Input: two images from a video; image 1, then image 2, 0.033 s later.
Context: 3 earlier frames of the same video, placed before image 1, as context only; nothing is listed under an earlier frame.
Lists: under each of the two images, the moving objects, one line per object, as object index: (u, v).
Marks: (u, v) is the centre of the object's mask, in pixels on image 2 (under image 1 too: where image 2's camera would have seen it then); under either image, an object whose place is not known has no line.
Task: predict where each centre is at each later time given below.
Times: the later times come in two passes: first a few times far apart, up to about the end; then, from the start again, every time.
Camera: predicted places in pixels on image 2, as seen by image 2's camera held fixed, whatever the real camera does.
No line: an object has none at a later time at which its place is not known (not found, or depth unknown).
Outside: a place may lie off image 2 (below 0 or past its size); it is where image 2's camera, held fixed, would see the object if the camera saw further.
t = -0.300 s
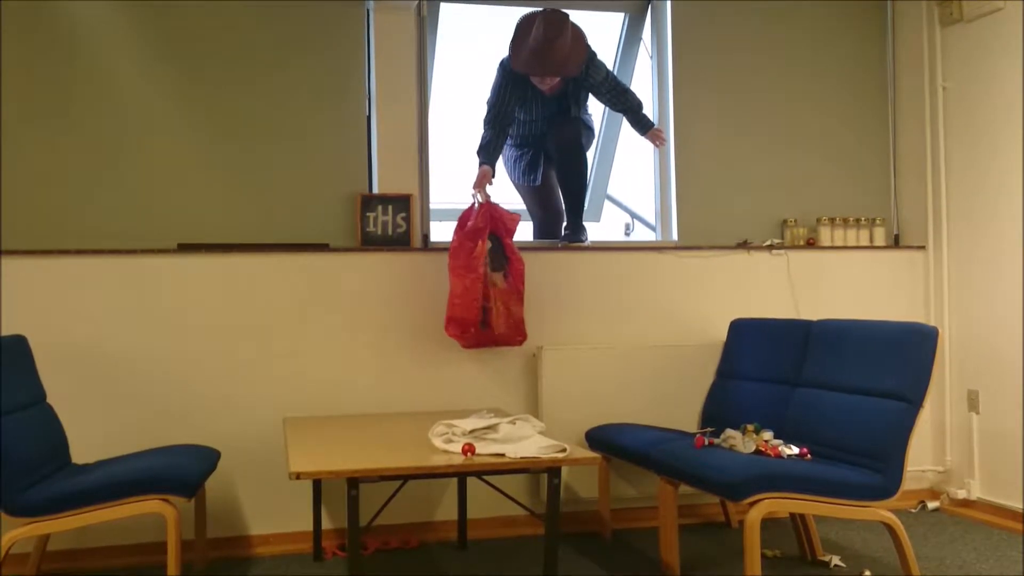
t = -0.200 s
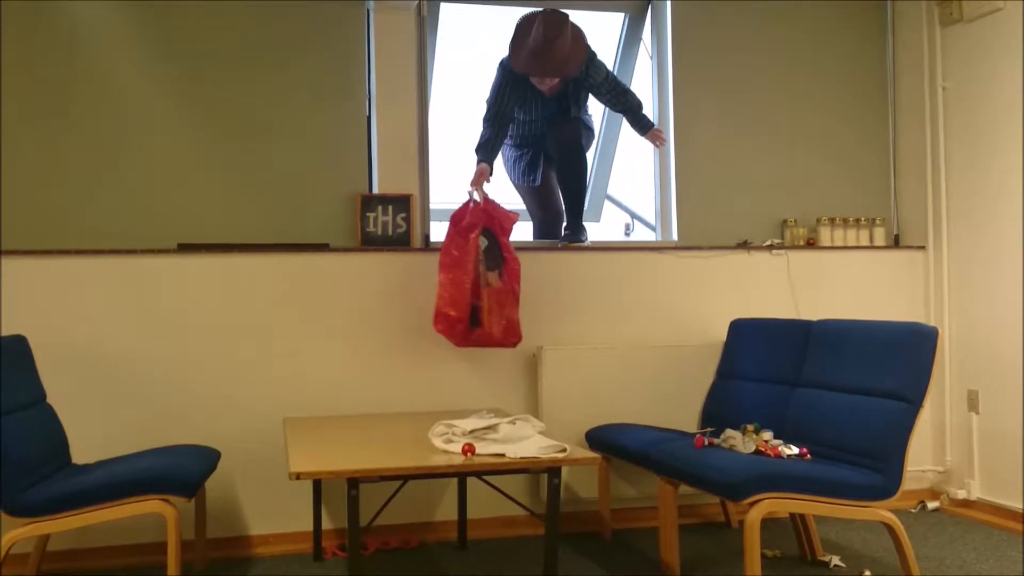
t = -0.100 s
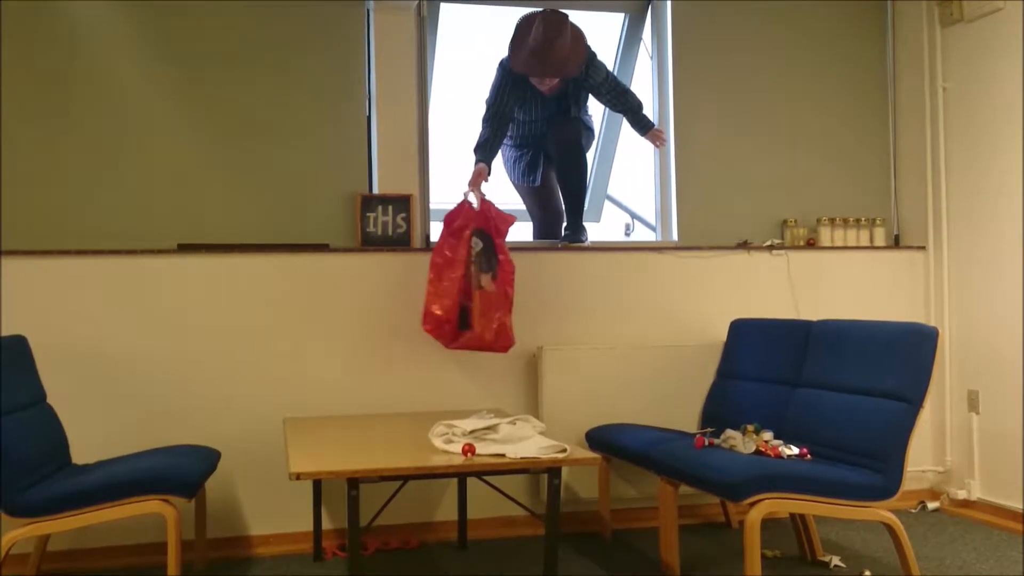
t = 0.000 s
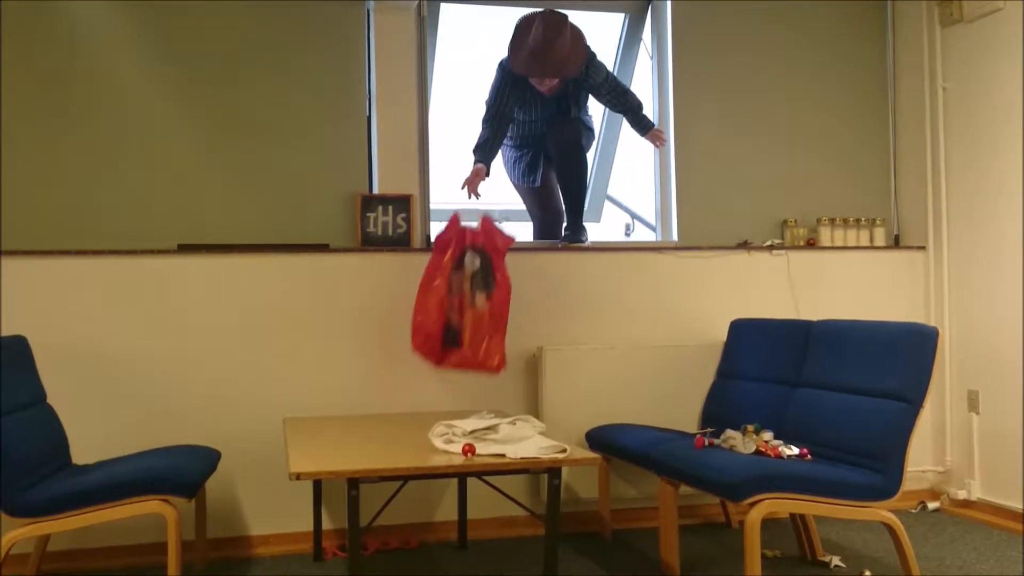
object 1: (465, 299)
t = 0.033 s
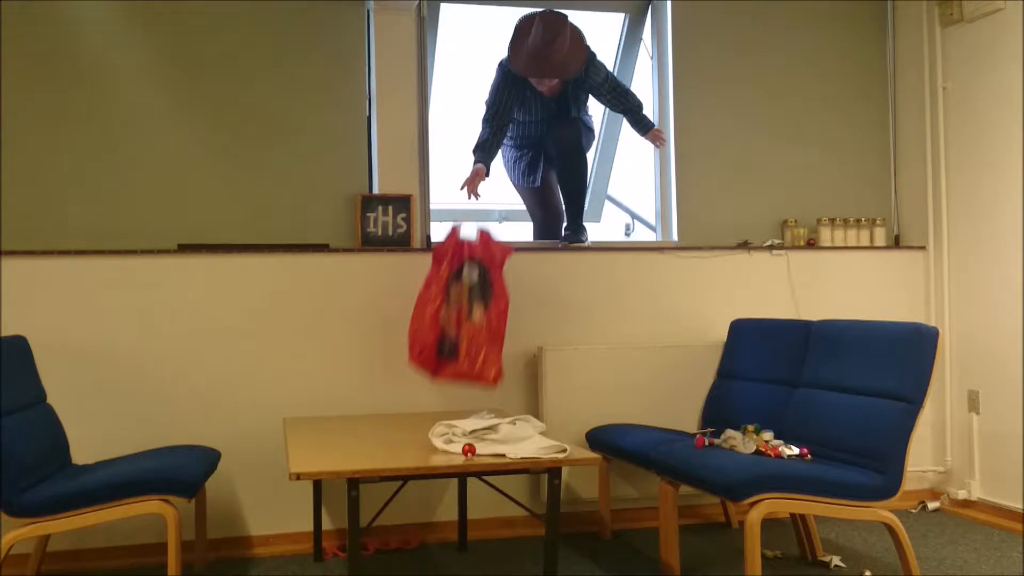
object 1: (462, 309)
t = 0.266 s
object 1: (441, 355)
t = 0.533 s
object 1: (422, 380)
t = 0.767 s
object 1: (411, 404)
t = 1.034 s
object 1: (409, 413)
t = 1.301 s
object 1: (410, 412)
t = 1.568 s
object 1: (409, 412)
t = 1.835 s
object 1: (409, 412)
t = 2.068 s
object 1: (409, 412)
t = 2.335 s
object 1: (409, 412)
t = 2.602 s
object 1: (409, 412)
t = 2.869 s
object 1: (409, 412)
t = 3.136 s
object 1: (409, 412)
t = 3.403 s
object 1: (409, 412)
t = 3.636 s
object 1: (409, 412)
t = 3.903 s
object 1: (409, 412)
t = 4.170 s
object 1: (409, 412)
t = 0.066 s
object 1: (460, 324)
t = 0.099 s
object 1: (458, 341)
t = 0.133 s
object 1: (455, 348)
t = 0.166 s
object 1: (452, 350)
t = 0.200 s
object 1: (448, 351)
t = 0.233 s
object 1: (444, 353)
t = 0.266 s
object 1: (441, 355)
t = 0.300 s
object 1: (438, 357)
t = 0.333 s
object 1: (436, 360)
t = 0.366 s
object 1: (433, 366)
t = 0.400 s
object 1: (430, 371)
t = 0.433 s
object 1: (427, 378)
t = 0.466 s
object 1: (425, 382)
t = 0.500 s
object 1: (423, 382)
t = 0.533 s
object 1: (422, 380)
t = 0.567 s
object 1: (419, 380)
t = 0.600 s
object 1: (417, 381)
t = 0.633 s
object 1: (415, 385)
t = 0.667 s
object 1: (412, 389)
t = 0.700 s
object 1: (411, 395)
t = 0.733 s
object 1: (410, 400)
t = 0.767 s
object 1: (411, 404)
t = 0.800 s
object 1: (411, 405)
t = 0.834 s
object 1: (410, 408)
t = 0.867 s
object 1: (411, 410)
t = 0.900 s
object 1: (410, 412)
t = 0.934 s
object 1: (410, 412)
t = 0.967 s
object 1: (410, 413)
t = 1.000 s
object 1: (410, 413)
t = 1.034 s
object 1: (409, 413)
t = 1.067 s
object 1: (410, 412)
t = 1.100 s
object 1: (410, 413)
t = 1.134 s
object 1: (410, 412)
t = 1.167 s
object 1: (410, 412)
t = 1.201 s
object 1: (410, 412)
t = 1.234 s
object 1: (410, 412)
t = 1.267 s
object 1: (410, 412)
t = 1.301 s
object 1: (410, 412)
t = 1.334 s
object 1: (410, 412)
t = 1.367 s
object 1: (410, 412)
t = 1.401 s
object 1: (410, 412)
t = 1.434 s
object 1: (409, 412)
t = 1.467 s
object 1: (409, 412)
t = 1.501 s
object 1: (409, 412)
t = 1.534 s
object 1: (409, 412)
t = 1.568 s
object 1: (409, 412)
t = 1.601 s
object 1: (409, 412)
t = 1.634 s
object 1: (409, 412)
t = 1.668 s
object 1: (409, 412)
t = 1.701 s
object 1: (409, 412)
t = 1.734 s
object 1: (409, 412)
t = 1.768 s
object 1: (409, 412)
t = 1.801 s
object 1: (409, 412)
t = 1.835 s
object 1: (409, 412)
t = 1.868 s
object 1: (409, 412)
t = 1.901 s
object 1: (409, 412)
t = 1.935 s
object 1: (409, 412)
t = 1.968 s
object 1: (409, 412)
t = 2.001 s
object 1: (409, 412)
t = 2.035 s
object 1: (409, 412)
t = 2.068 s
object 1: (409, 412)
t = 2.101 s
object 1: (409, 412)
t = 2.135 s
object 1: (409, 412)
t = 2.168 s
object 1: (409, 412)
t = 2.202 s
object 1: (409, 412)
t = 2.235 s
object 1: (409, 412)
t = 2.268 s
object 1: (409, 412)
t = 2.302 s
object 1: (409, 412)
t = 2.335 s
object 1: (409, 412)
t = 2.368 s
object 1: (409, 412)
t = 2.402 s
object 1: (409, 412)
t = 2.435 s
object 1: (409, 412)
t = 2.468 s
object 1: (409, 412)
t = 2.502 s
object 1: (409, 412)
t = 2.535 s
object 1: (409, 412)
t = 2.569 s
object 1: (409, 412)
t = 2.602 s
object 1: (409, 412)
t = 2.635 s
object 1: (409, 412)
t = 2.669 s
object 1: (409, 412)
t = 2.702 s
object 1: (409, 412)
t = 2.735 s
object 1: (409, 412)
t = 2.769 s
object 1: (409, 412)
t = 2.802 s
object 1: (409, 412)
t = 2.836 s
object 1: (409, 412)
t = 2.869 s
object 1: (409, 412)
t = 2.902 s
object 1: (409, 412)
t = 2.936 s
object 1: (409, 412)
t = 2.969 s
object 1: (409, 412)
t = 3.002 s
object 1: (409, 412)
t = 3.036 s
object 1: (409, 412)
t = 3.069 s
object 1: (409, 412)
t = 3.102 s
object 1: (409, 412)
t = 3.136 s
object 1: (409, 412)
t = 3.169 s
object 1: (409, 412)
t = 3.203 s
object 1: (409, 412)
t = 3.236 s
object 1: (409, 412)
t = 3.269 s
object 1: (409, 412)
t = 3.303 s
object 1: (409, 412)
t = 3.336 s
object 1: (409, 412)
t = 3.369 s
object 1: (409, 412)
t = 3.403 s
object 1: (409, 412)
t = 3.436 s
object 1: (409, 412)
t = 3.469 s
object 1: (409, 412)
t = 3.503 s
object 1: (409, 412)
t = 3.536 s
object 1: (409, 412)
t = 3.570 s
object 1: (409, 412)
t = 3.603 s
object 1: (409, 412)
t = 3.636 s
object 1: (409, 412)
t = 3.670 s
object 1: (409, 412)
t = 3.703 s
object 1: (409, 412)
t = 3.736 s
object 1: (409, 412)
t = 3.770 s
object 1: (409, 412)
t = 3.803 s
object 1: (409, 412)
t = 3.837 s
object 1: (409, 412)
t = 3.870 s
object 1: (409, 412)
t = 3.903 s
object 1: (409, 412)
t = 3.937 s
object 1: (409, 412)
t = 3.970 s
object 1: (409, 412)
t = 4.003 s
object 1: (409, 412)
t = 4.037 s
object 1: (409, 412)
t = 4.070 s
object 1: (409, 412)
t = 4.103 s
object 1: (409, 412)
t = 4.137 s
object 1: (409, 412)
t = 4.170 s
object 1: (409, 412)
